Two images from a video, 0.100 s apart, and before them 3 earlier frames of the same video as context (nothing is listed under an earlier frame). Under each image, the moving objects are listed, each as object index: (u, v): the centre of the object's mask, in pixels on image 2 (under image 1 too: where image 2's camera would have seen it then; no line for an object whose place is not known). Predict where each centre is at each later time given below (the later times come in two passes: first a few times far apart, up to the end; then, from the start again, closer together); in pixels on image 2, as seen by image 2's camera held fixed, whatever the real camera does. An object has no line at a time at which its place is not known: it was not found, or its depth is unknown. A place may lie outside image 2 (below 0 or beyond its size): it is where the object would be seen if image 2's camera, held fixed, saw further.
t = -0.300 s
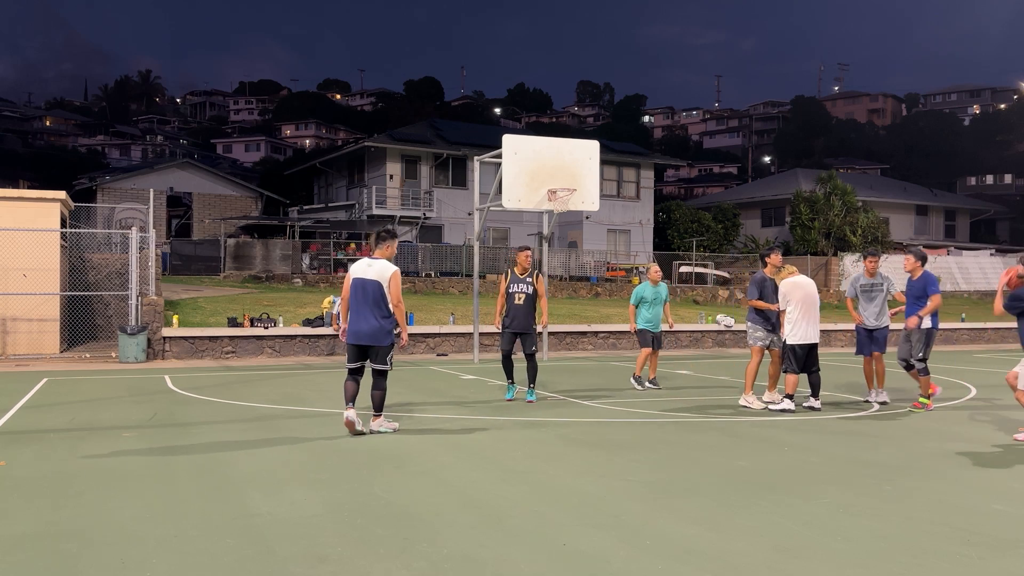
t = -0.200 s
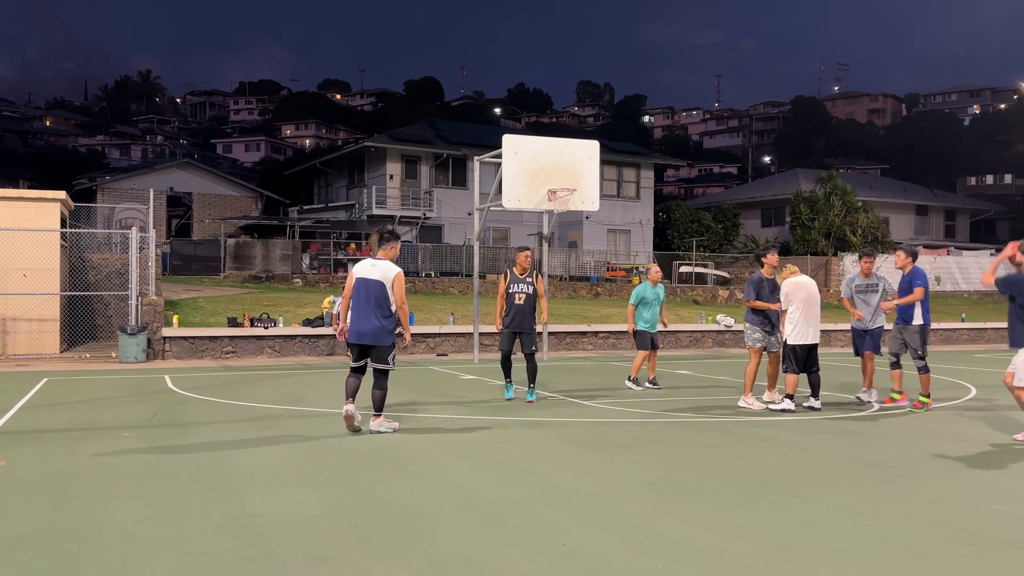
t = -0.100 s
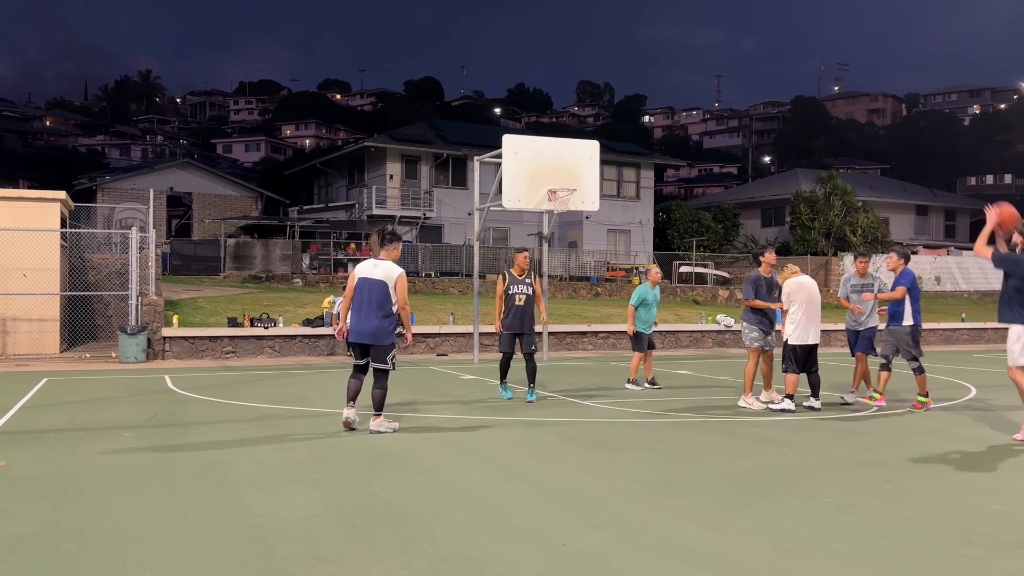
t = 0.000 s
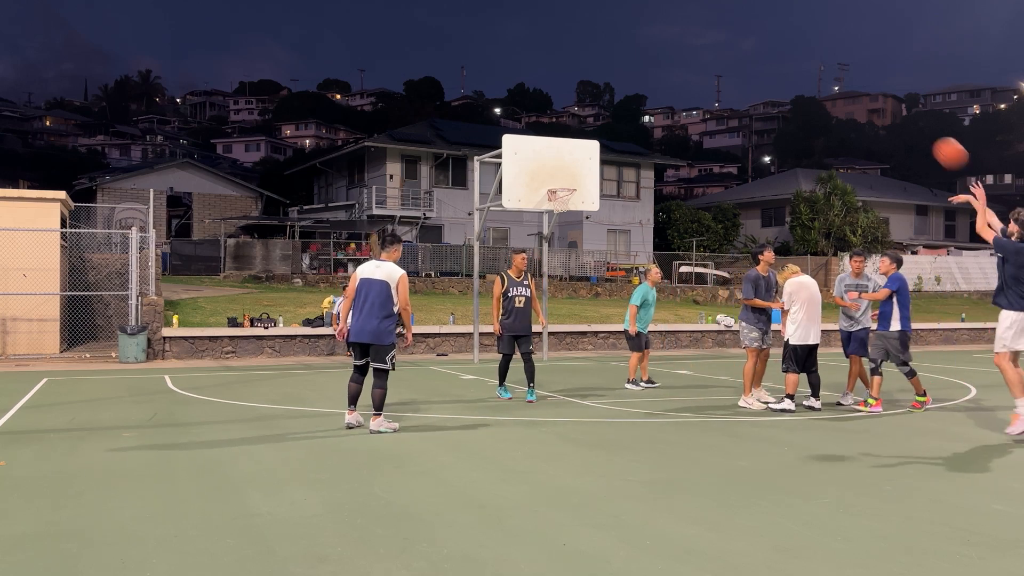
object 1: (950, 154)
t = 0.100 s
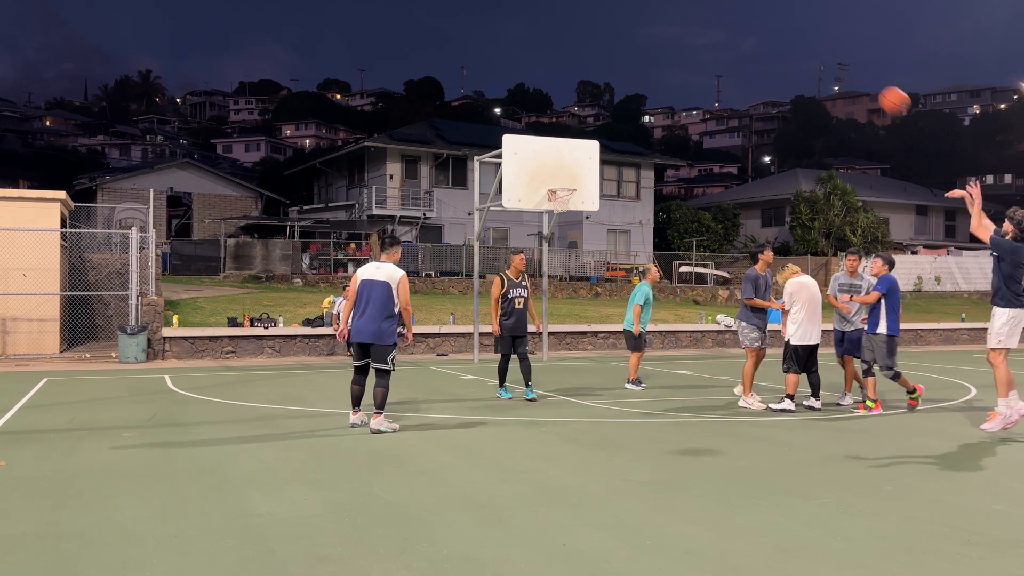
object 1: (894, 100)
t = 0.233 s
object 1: (831, 55)
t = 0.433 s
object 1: (753, 24)
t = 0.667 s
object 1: (683, 32)
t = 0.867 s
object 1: (634, 66)
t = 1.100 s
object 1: (588, 129)
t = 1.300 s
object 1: (560, 175)
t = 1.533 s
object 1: (559, 113)
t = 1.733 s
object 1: (557, 81)
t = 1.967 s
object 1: (555, 75)
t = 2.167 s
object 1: (553, 100)
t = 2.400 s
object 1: (549, 171)
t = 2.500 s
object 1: (548, 218)
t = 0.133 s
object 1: (877, 86)
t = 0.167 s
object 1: (861, 75)
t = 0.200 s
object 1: (845, 64)
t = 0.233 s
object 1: (831, 55)
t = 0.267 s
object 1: (816, 47)
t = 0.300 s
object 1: (803, 40)
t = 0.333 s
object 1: (790, 34)
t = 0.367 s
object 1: (777, 30)
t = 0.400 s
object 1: (765, 26)
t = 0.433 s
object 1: (753, 24)
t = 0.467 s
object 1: (742, 23)
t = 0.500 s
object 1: (732, 22)
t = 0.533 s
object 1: (721, 22)
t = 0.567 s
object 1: (711, 24)
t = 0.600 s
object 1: (701, 26)
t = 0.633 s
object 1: (692, 29)
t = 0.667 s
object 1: (683, 32)
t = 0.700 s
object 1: (674, 36)
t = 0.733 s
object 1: (666, 41)
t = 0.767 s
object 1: (657, 46)
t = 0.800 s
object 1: (649, 53)
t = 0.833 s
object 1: (642, 59)
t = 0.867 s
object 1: (634, 66)
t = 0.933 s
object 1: (620, 82)
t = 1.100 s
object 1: (588, 129)
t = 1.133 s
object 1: (582, 138)
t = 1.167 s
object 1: (576, 151)
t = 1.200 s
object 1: (571, 162)
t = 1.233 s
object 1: (565, 174)
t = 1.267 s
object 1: (560, 184)
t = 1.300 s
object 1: (560, 175)
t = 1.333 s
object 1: (560, 164)
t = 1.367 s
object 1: (559, 155)
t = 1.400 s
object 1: (559, 145)
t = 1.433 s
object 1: (559, 135)
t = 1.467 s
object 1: (559, 128)
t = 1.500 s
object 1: (559, 120)
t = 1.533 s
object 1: (559, 113)
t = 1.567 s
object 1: (559, 105)
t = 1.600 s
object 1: (559, 99)
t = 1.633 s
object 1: (558, 94)
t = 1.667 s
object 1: (558, 89)
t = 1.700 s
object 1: (558, 84)
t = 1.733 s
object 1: (557, 81)
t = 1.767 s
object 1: (557, 78)
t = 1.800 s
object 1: (557, 75)
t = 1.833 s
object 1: (557, 74)
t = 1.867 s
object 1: (556, 73)
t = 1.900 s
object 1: (556, 73)
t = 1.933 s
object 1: (555, 73)
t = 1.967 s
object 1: (555, 75)
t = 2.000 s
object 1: (555, 77)
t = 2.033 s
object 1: (555, 80)
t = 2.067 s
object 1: (554, 83)
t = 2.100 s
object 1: (554, 88)
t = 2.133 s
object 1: (553, 93)
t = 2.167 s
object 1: (553, 100)
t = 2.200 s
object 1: (552, 107)
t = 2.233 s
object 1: (552, 116)
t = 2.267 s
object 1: (551, 125)
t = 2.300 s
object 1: (551, 133)
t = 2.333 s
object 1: (550, 146)
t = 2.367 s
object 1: (550, 158)
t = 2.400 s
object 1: (549, 171)
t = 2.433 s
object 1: (549, 186)
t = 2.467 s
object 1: (548, 200)
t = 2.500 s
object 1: (548, 218)
